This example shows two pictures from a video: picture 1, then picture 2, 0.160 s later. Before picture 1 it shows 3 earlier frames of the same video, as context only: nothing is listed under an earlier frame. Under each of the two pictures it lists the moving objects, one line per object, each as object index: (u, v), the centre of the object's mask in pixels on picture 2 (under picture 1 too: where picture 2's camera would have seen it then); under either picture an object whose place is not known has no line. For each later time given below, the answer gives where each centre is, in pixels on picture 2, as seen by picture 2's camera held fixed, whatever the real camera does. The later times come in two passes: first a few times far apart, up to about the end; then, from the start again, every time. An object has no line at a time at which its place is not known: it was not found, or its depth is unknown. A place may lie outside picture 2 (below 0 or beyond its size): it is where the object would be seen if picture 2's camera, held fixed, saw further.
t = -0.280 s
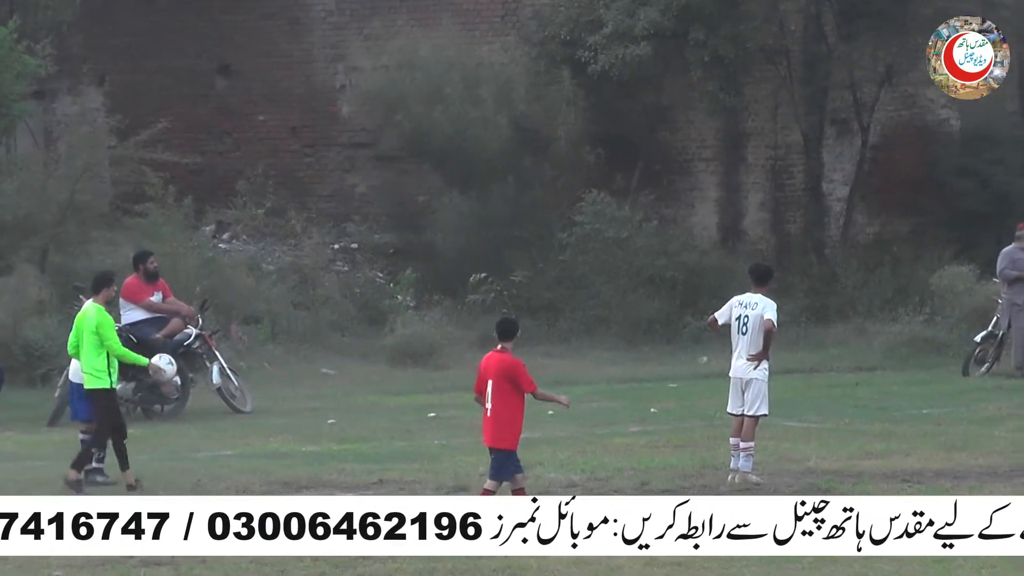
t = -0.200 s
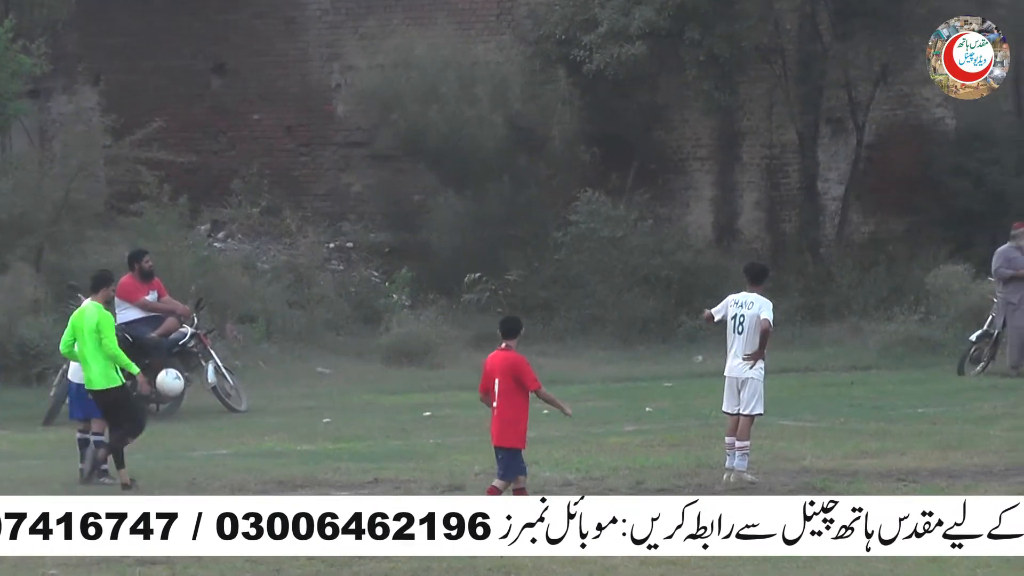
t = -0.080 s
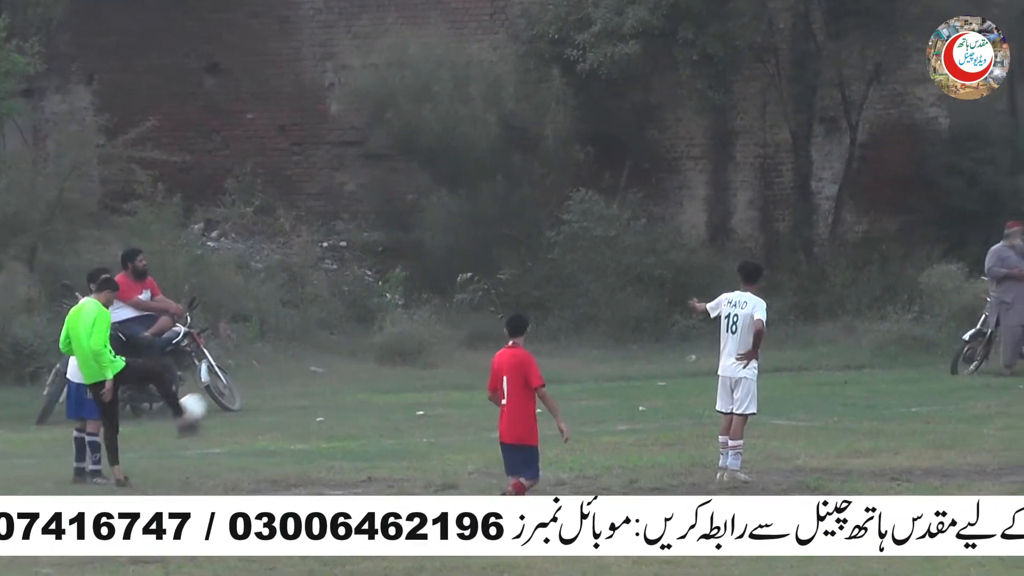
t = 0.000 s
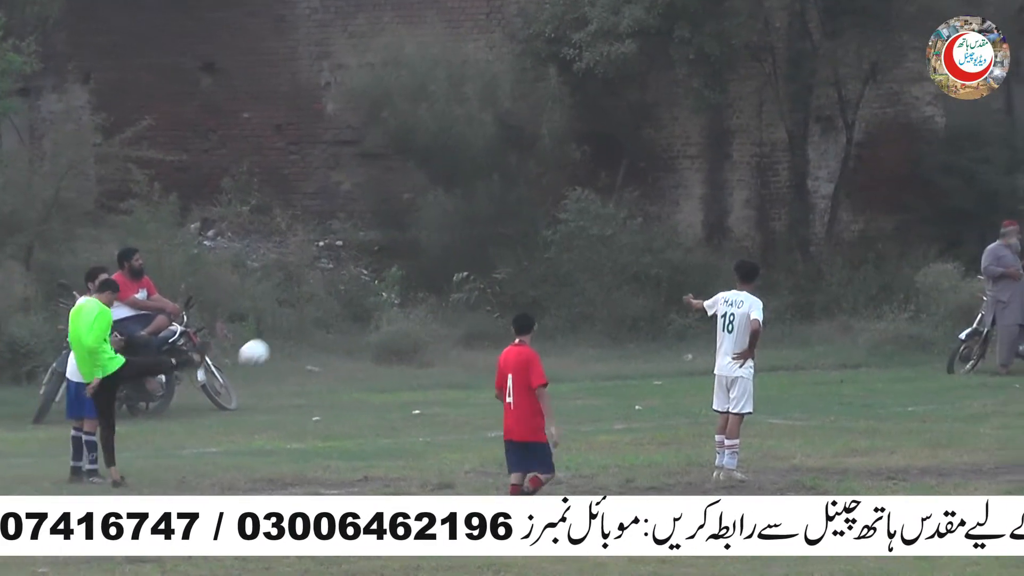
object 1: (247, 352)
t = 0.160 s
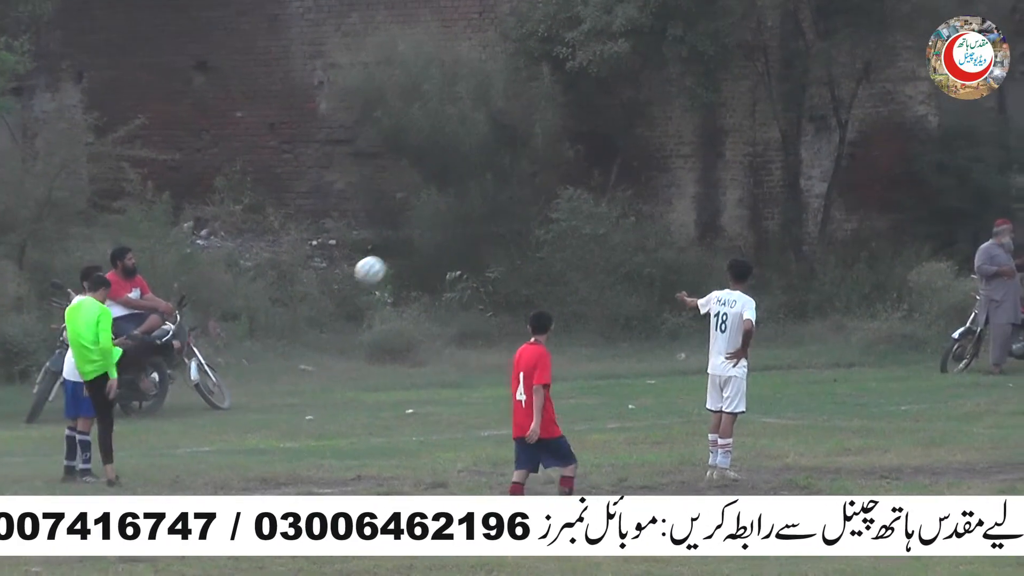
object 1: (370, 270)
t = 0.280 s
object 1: (458, 233)
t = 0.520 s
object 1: (620, 218)
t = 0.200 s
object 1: (399, 254)
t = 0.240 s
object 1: (429, 242)
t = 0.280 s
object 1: (458, 233)
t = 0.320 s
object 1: (486, 225)
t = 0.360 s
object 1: (514, 219)
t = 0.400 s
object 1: (541, 215)
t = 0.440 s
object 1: (568, 215)
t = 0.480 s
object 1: (594, 215)
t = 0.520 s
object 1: (620, 218)
